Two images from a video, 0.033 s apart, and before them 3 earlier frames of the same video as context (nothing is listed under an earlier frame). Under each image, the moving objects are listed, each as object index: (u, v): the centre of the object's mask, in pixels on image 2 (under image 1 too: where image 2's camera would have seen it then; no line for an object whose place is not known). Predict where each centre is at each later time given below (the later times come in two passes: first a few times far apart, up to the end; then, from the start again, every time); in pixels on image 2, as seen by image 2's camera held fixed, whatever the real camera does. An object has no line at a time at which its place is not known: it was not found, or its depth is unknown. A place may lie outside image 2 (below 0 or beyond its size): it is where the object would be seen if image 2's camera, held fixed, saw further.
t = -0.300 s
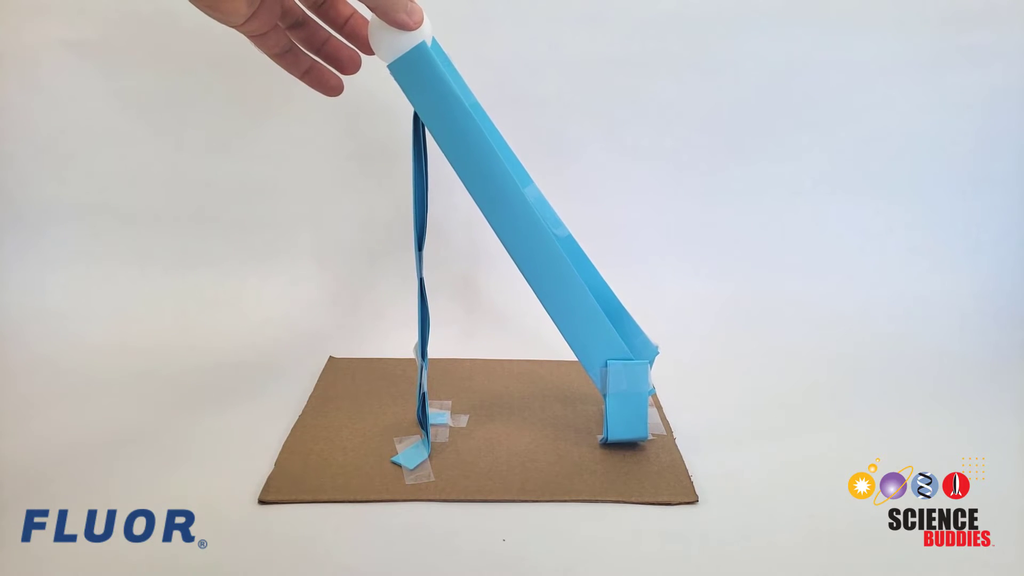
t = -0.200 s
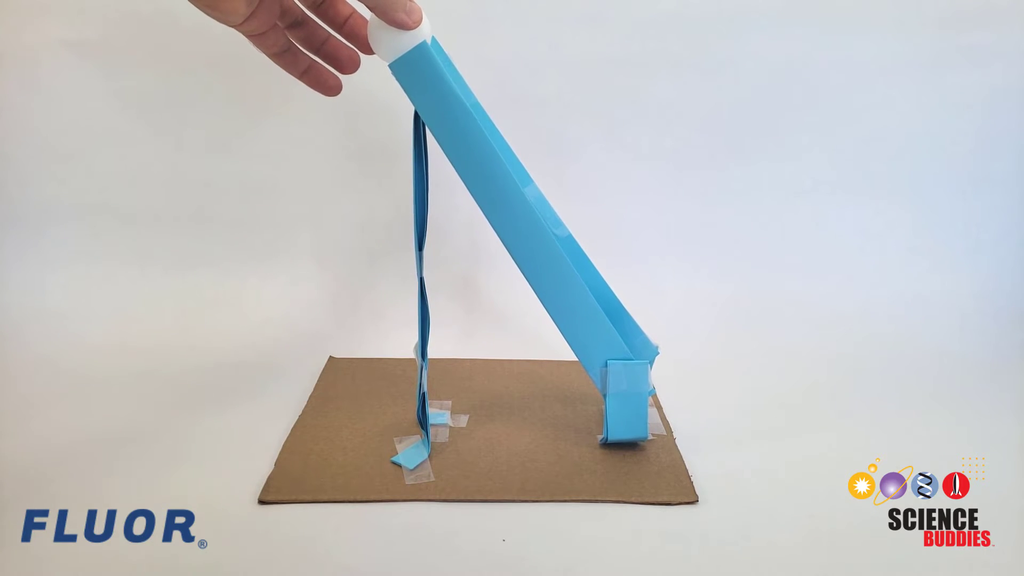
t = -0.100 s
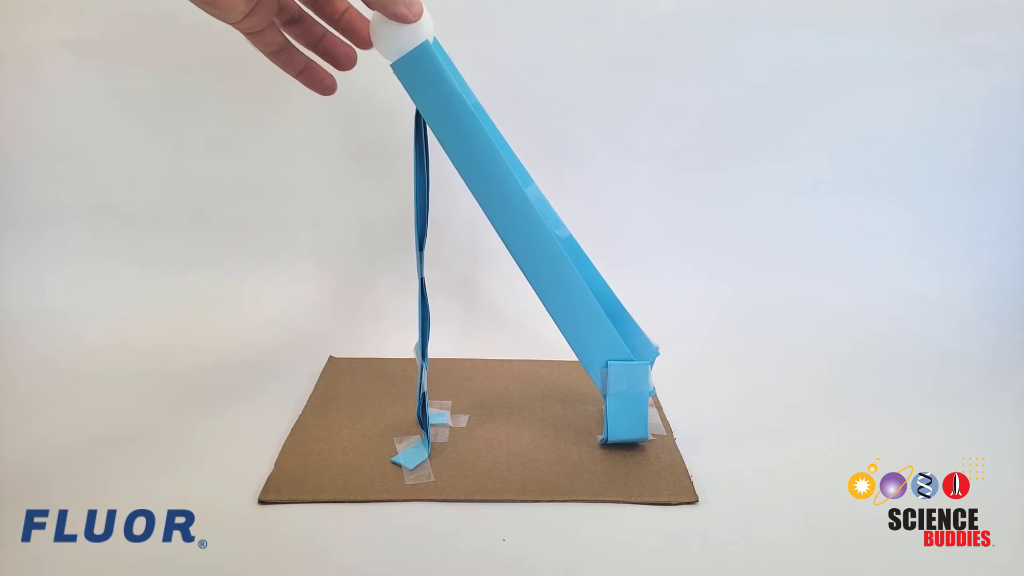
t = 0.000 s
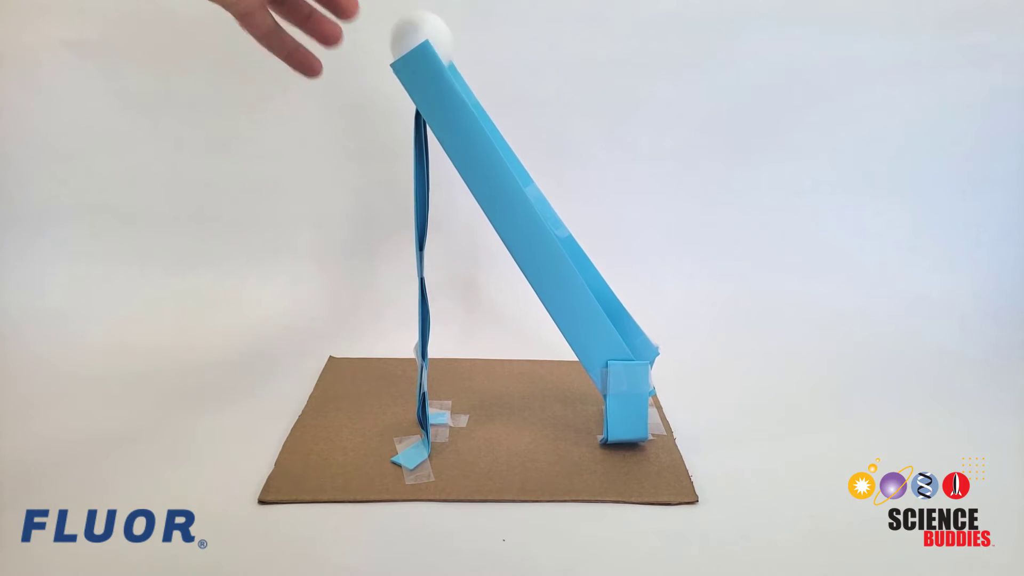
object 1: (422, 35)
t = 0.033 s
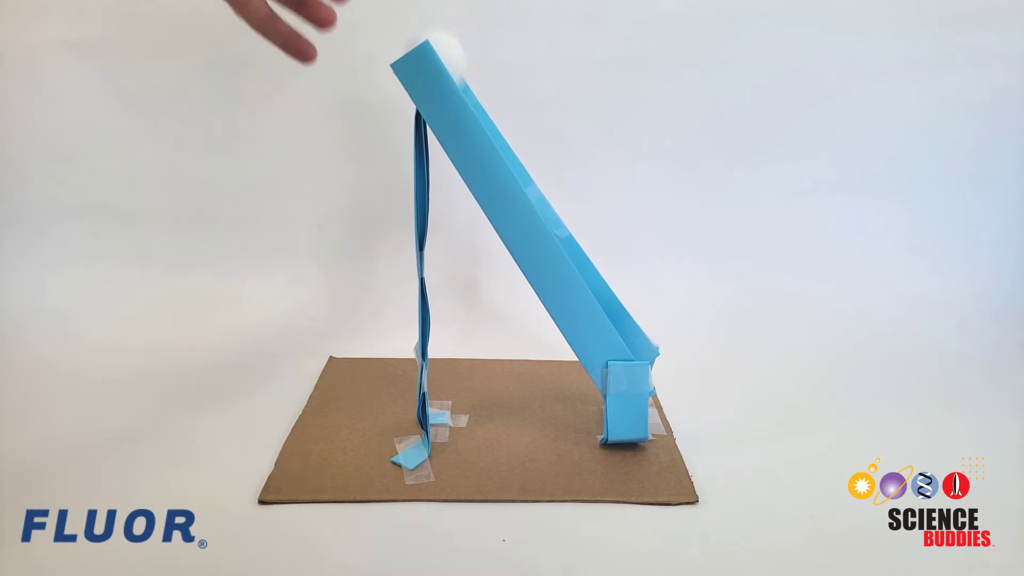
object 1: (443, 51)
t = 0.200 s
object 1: (552, 216)
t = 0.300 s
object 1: (647, 363)
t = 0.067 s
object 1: (466, 78)
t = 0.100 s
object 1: (486, 109)
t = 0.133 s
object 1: (512, 148)
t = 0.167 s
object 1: (524, 169)
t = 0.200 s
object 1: (552, 216)
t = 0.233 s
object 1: (585, 269)
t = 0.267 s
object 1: (624, 326)
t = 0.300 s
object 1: (647, 363)
